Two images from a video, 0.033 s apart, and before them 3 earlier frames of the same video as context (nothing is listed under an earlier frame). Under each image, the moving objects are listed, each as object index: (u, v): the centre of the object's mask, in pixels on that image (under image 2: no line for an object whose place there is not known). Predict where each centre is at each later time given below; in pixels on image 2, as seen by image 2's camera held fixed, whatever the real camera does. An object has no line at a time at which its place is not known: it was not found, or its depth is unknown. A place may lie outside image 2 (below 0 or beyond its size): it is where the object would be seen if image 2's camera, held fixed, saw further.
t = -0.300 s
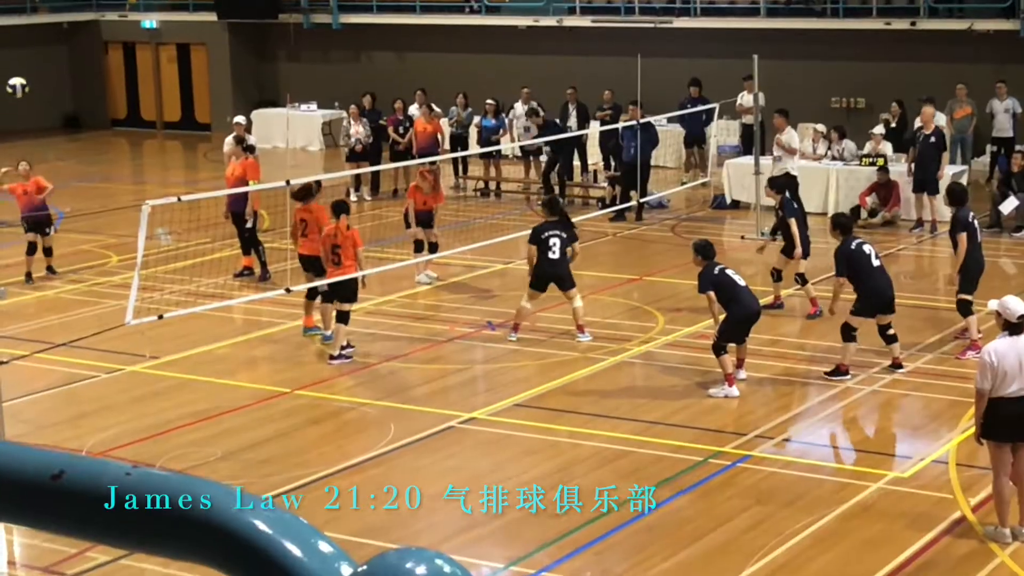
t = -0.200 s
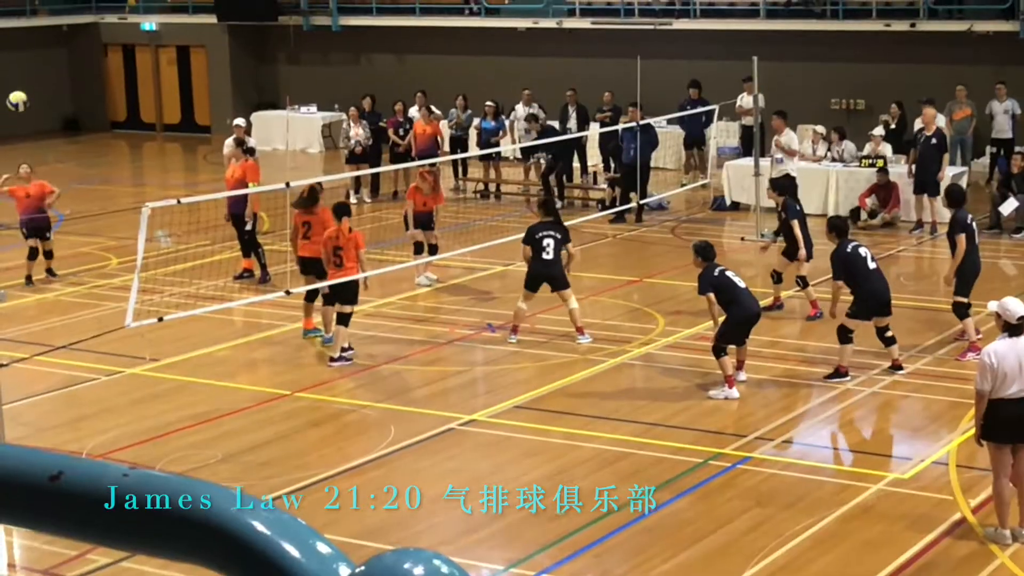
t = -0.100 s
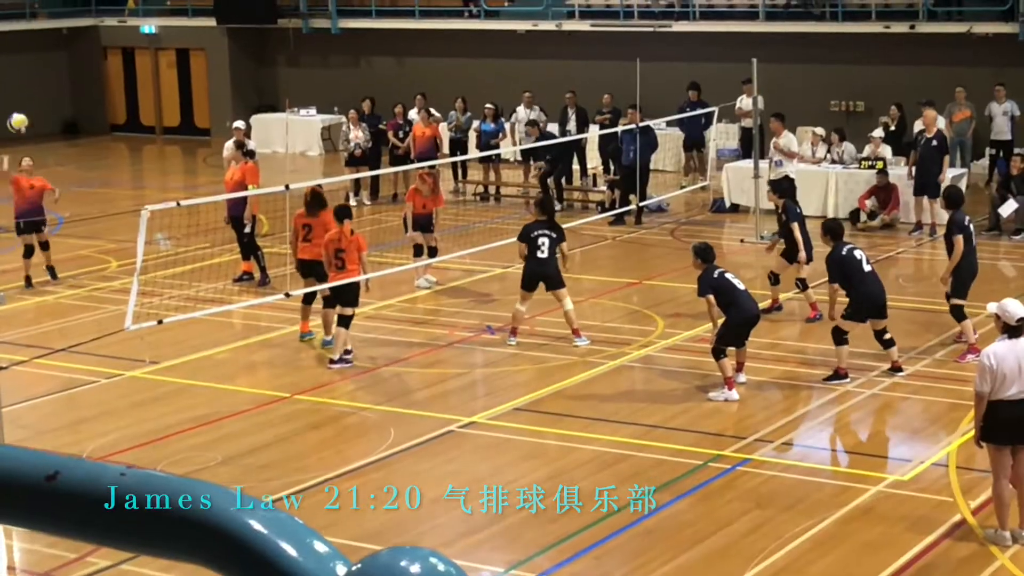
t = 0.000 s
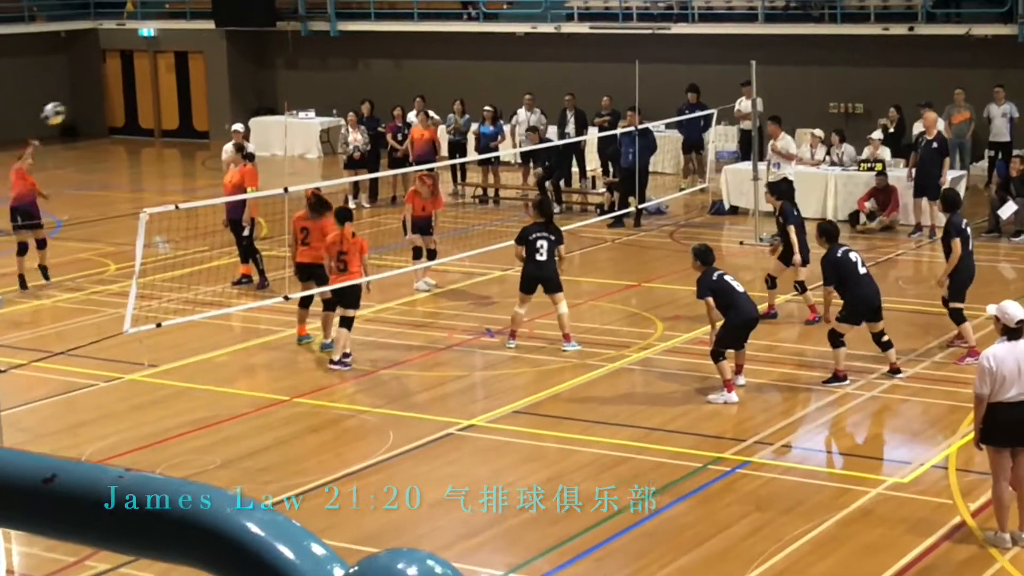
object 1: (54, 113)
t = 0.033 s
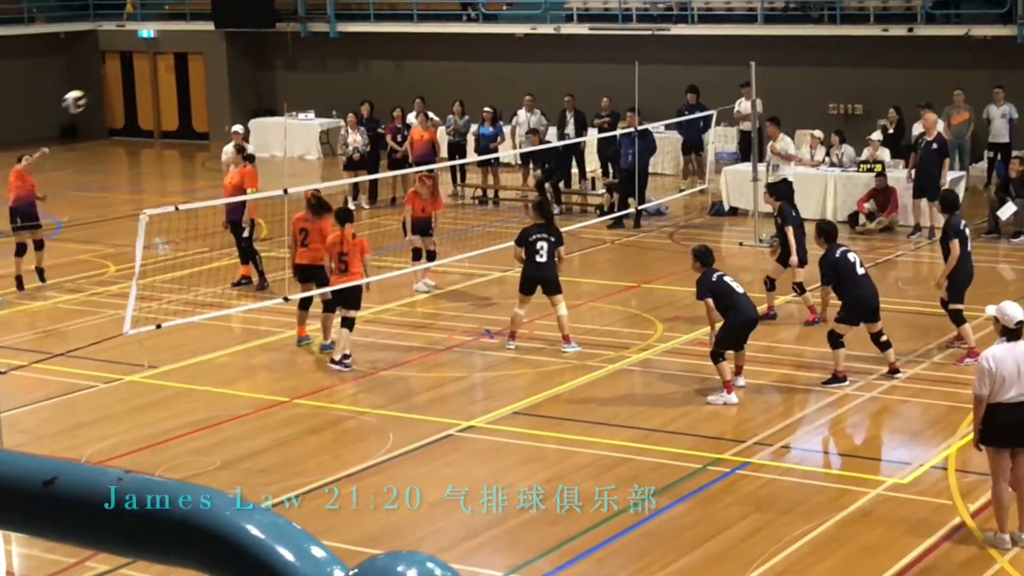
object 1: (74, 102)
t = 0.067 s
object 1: (95, 89)
